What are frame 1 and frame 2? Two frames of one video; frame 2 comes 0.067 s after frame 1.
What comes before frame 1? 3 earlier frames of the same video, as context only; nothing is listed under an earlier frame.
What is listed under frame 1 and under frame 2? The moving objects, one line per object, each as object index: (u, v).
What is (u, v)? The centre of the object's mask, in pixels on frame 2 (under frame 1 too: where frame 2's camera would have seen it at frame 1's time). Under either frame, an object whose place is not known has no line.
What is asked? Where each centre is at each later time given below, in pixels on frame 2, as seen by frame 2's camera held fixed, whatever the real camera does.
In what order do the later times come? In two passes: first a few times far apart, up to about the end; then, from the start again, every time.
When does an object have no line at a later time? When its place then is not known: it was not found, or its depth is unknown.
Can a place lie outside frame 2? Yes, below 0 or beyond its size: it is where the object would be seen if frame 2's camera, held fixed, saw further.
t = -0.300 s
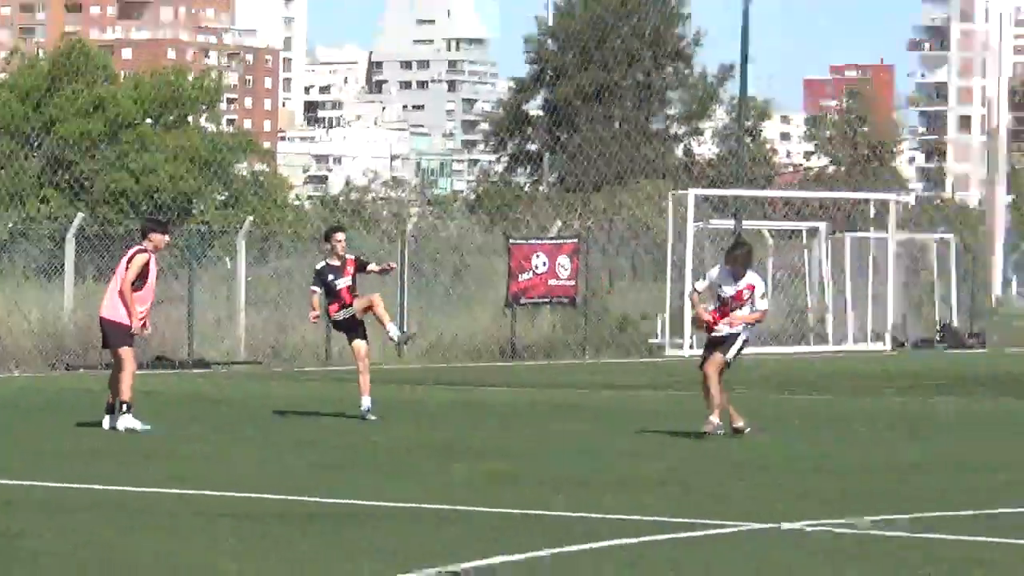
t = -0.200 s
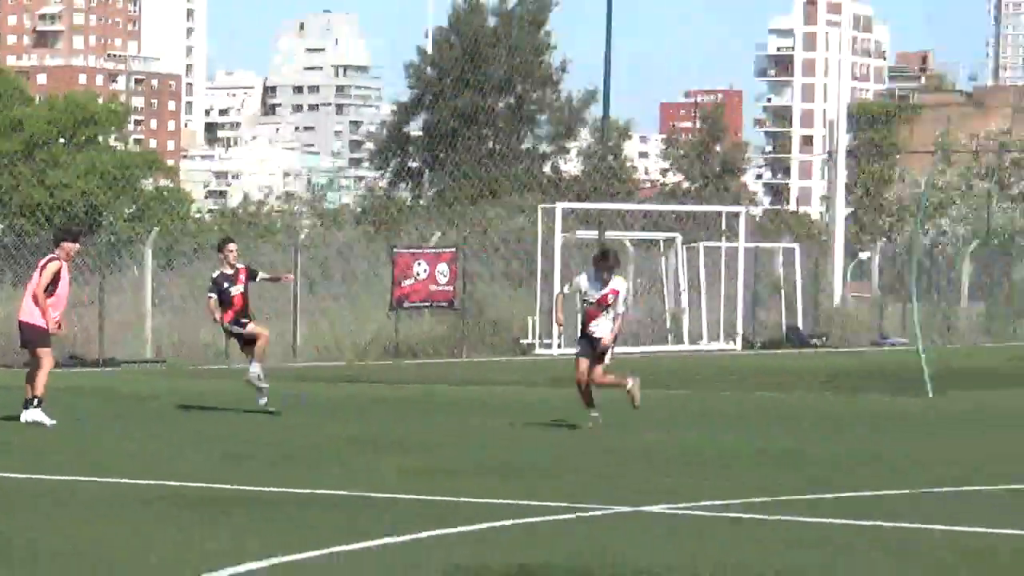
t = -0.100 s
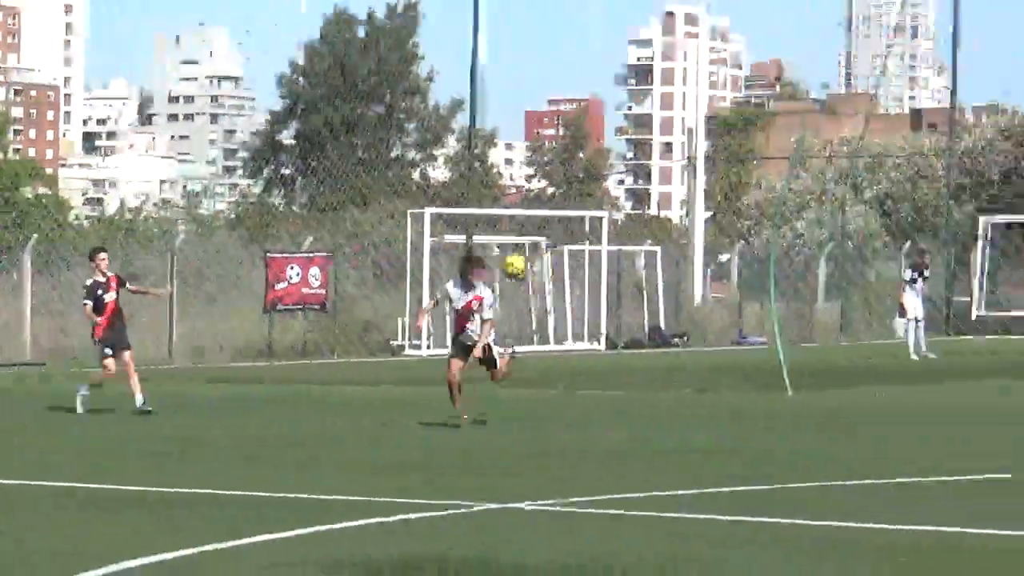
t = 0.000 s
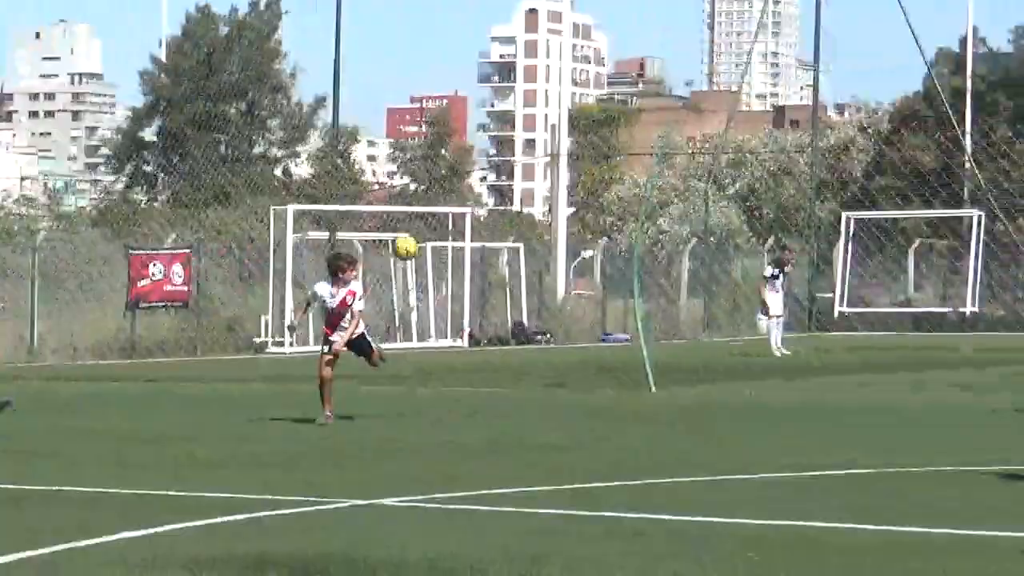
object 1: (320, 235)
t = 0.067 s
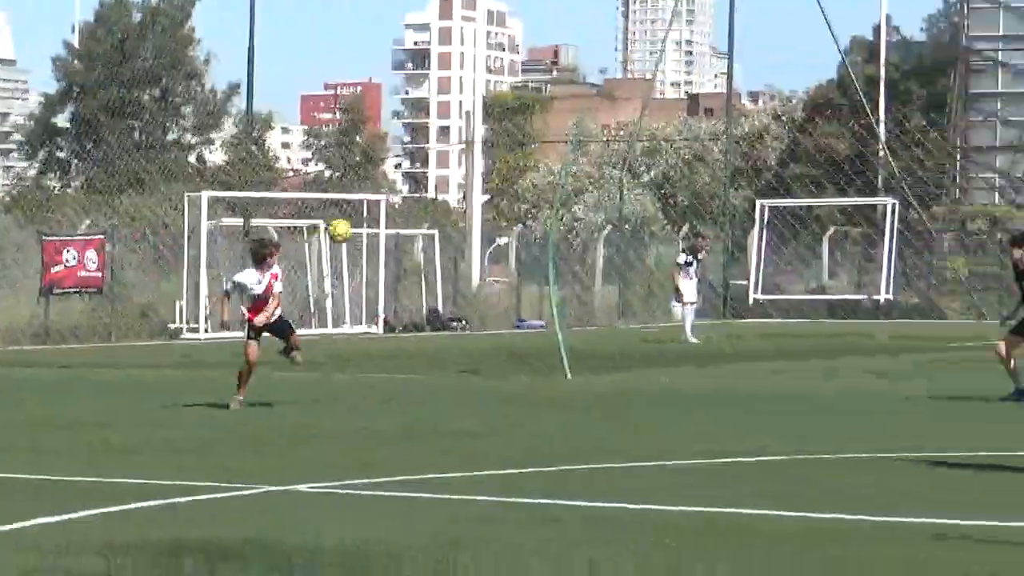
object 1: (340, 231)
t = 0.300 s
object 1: (399, 260)
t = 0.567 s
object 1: (469, 360)
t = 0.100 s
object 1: (350, 231)
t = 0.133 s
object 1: (358, 233)
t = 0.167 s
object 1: (365, 236)
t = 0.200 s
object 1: (373, 241)
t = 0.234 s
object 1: (381, 246)
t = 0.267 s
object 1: (390, 250)
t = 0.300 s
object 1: (399, 260)
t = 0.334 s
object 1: (408, 267)
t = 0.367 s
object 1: (418, 278)
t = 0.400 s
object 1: (426, 288)
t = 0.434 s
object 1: (438, 301)
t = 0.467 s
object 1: (446, 312)
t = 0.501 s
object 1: (453, 329)
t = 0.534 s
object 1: (462, 345)
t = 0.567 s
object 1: (469, 360)
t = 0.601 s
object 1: (477, 377)
